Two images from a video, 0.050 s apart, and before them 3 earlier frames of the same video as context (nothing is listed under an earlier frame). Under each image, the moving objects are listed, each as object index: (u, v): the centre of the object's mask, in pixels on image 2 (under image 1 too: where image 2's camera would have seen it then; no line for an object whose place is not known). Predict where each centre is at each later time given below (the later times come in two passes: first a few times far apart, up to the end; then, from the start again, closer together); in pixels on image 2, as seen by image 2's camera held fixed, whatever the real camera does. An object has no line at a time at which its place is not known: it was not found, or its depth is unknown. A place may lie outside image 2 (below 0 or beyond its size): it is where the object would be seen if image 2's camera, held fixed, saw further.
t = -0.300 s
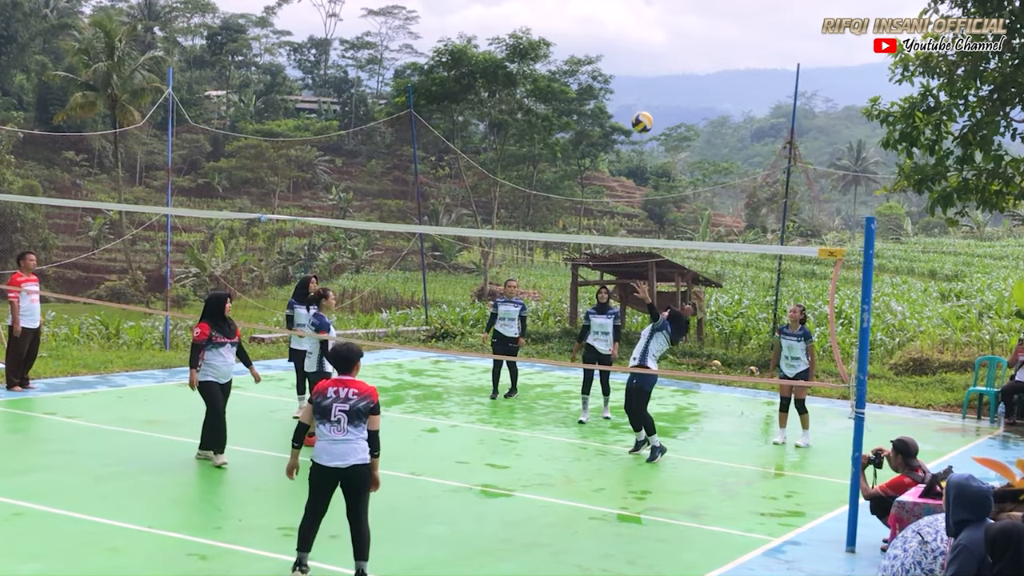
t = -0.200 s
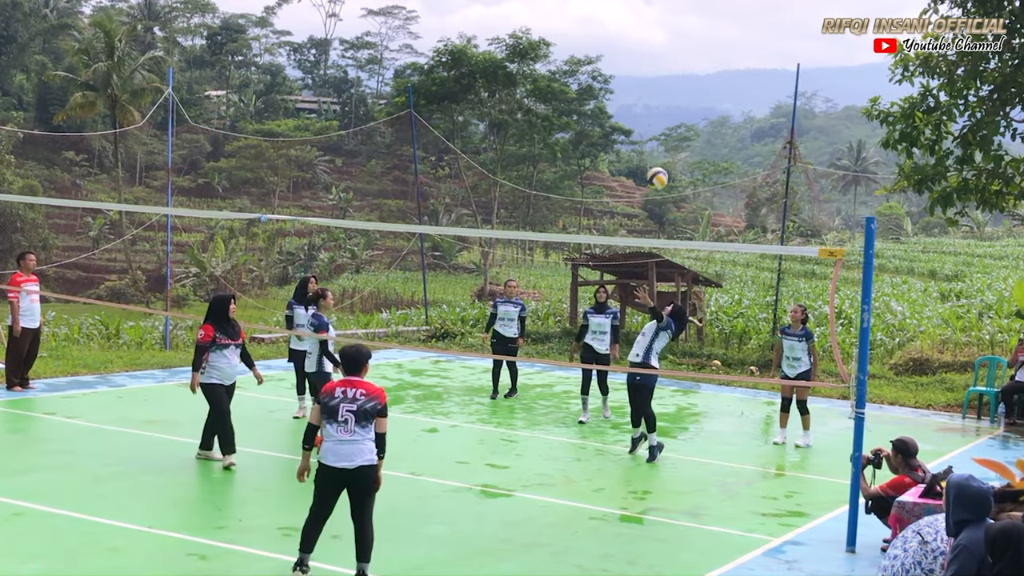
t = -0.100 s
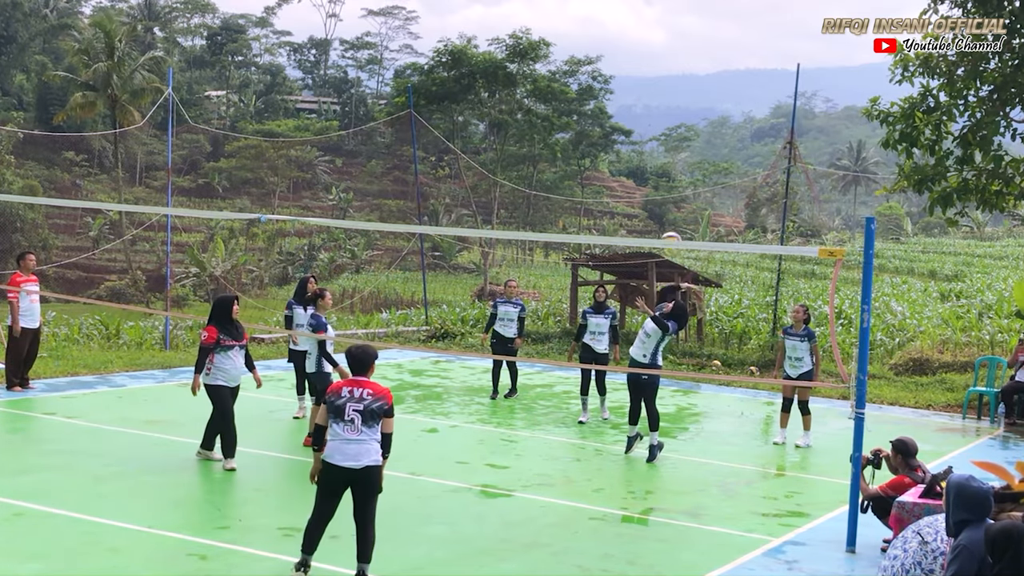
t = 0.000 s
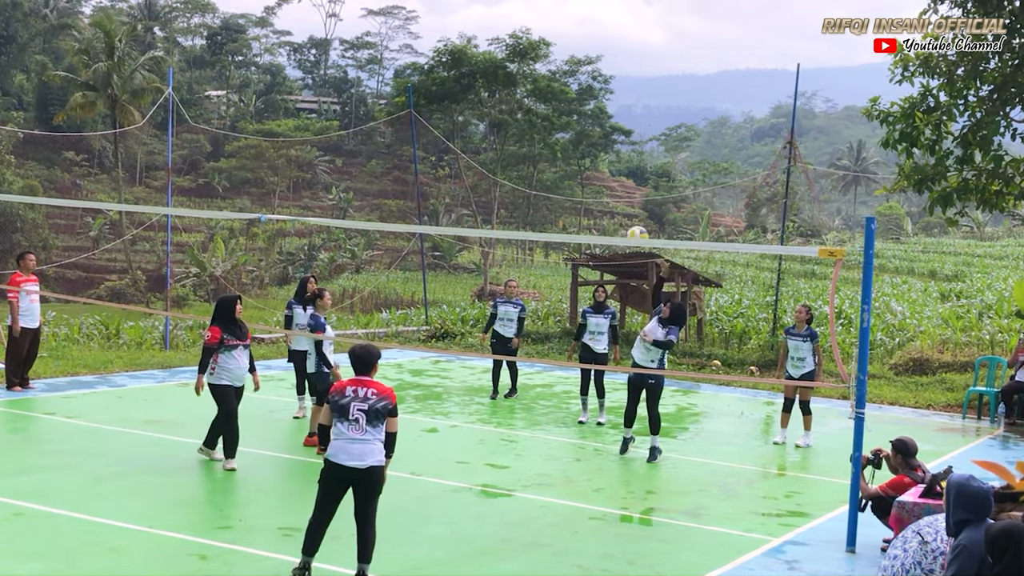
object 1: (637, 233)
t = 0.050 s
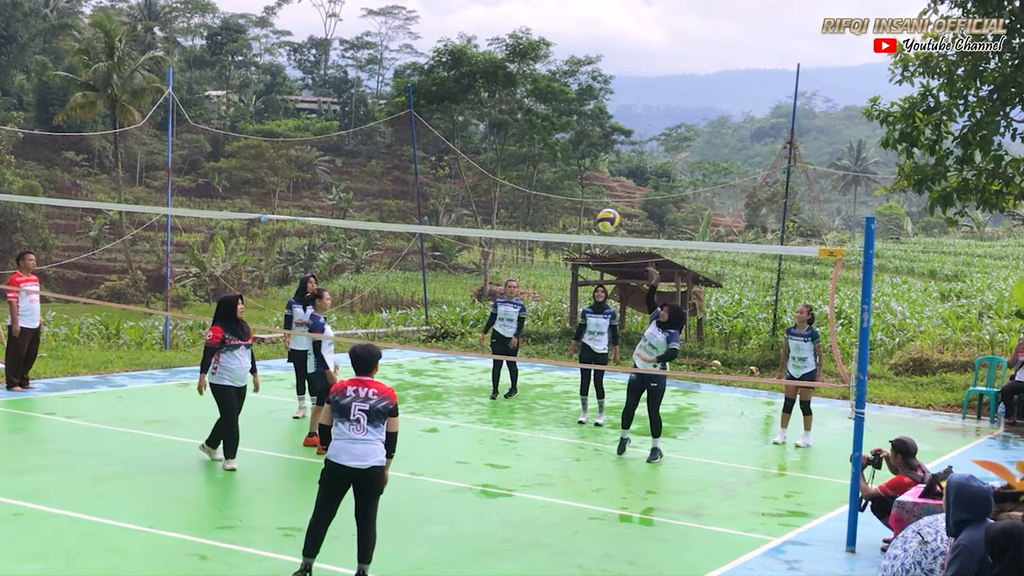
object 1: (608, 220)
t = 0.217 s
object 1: (501, 177)
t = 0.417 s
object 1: (342, 160)
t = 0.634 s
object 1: (115, 208)
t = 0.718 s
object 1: (12, 251)
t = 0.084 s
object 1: (588, 209)
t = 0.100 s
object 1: (577, 205)
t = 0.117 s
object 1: (567, 200)
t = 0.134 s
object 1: (557, 195)
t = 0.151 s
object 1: (546, 191)
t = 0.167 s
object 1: (535, 187)
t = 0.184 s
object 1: (524, 183)
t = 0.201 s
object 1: (512, 180)
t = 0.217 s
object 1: (501, 177)
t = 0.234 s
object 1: (490, 174)
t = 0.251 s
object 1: (477, 170)
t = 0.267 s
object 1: (465, 168)
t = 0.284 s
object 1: (452, 166)
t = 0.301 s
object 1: (439, 164)
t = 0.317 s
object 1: (426, 163)
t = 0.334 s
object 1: (413, 162)
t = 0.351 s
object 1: (399, 161)
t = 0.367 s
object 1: (386, 160)
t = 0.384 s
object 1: (371, 160)
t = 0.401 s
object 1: (357, 160)
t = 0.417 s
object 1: (342, 160)
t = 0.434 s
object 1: (327, 161)
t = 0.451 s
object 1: (311, 162)
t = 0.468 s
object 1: (296, 164)
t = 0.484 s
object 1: (279, 167)
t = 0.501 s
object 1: (263, 169)
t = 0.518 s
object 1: (246, 172)
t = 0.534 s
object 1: (229, 175)
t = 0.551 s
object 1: (211, 179)
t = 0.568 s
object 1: (192, 183)
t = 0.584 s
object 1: (174, 189)
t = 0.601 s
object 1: (155, 194)
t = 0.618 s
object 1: (134, 201)
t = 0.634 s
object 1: (115, 208)
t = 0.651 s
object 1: (94, 216)
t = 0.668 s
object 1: (73, 224)
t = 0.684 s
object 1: (52, 232)
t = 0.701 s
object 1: (29, 242)
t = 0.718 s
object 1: (12, 251)
